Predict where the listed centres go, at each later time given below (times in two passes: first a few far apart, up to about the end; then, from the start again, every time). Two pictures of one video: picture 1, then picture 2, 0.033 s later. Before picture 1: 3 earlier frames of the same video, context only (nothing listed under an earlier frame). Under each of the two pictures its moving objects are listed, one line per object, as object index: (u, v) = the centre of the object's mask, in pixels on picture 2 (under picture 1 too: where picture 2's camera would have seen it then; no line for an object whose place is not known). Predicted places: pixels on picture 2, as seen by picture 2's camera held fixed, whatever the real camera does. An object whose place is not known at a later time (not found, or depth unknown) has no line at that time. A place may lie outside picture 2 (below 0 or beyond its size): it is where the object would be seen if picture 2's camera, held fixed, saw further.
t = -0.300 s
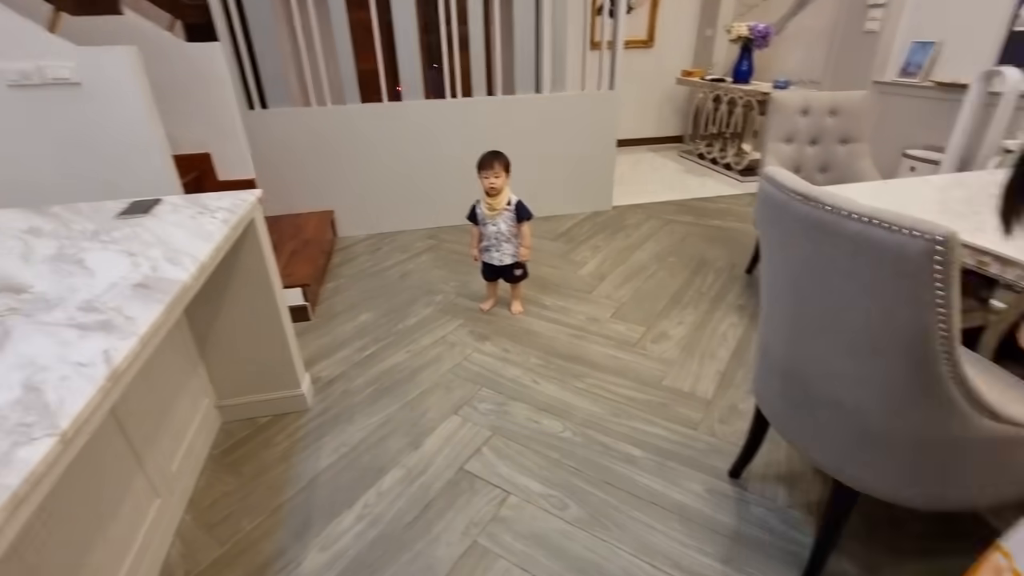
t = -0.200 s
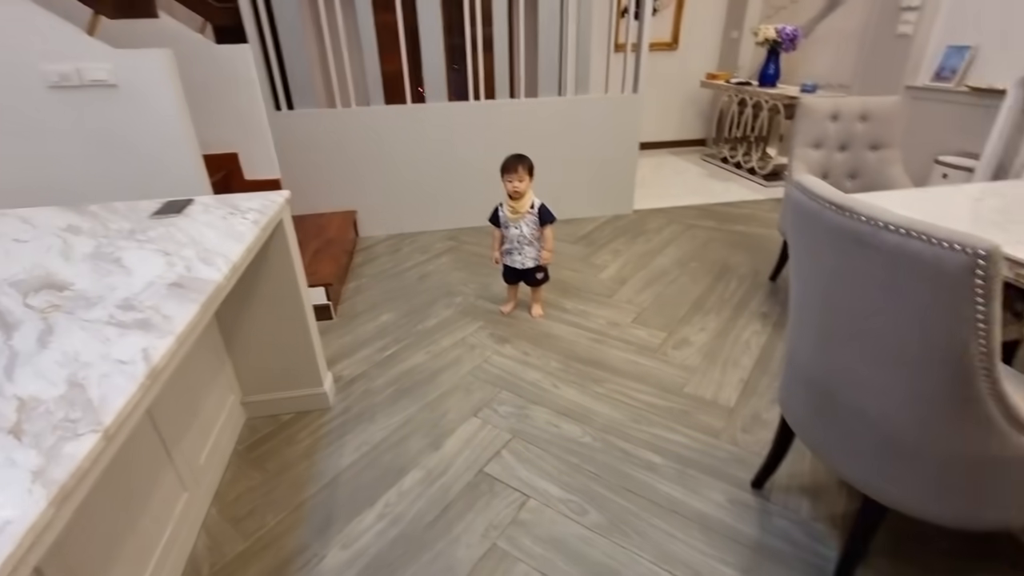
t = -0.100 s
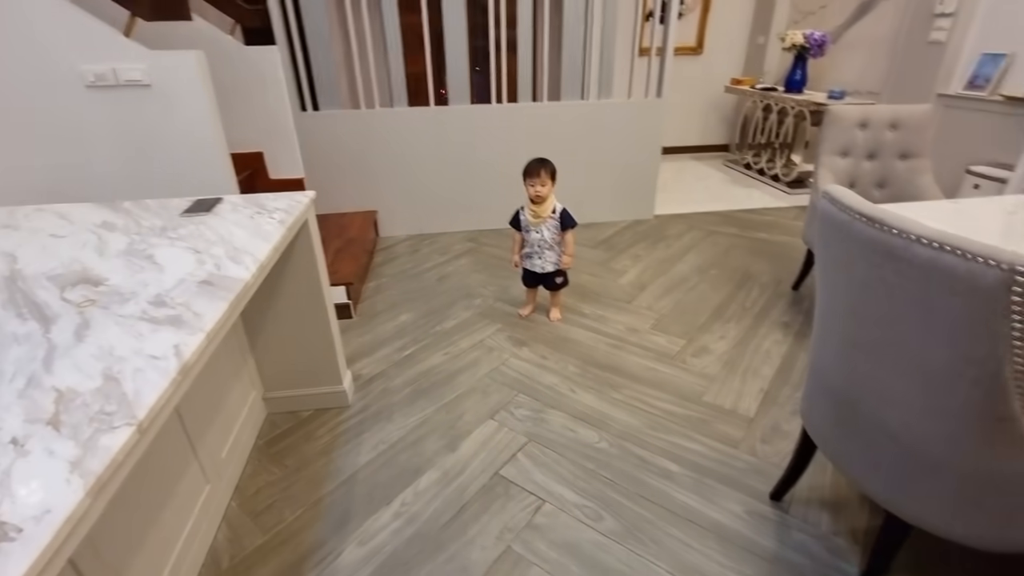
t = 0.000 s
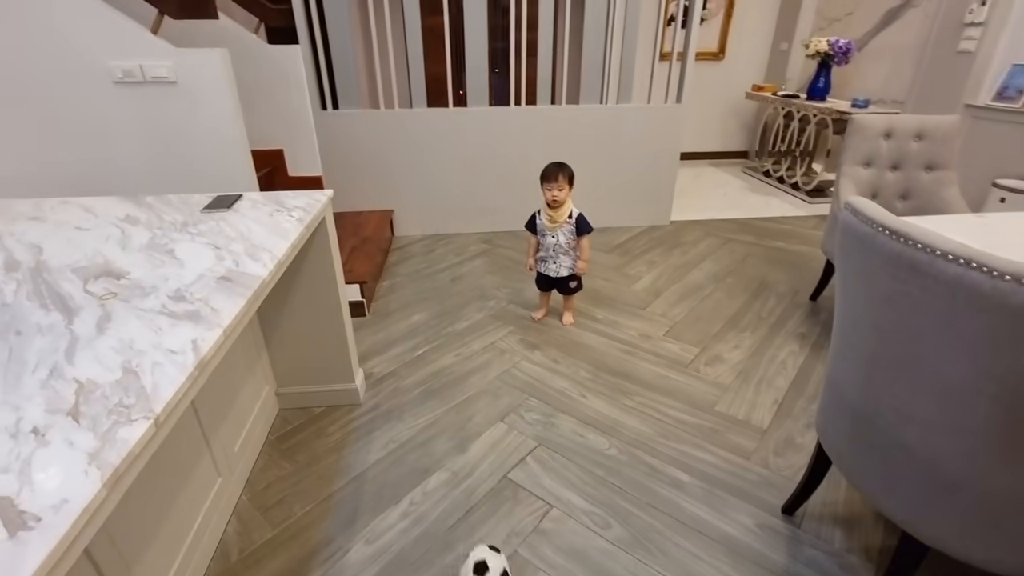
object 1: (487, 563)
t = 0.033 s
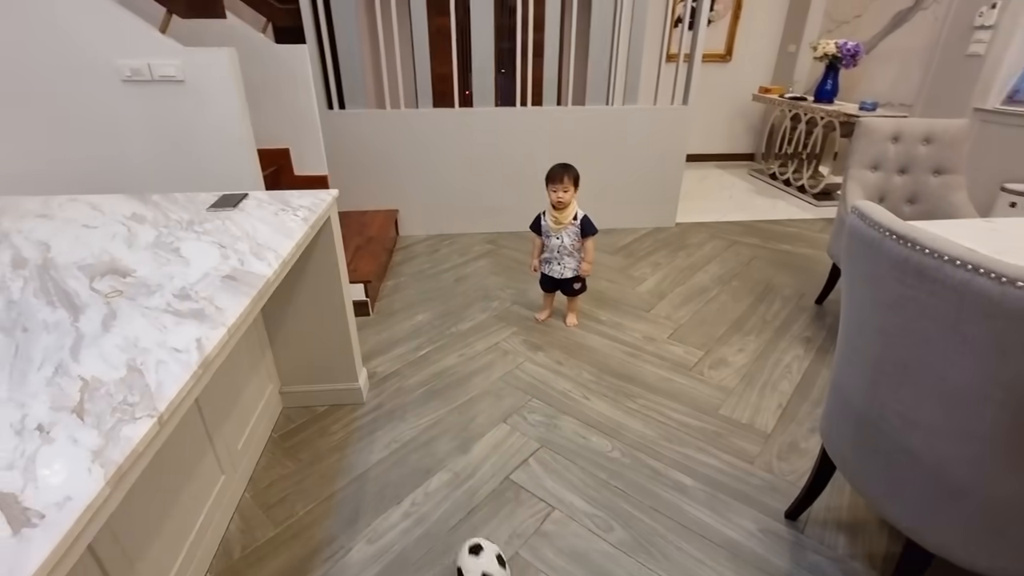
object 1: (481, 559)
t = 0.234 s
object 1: (461, 519)
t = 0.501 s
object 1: (451, 468)
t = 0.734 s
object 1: (452, 436)
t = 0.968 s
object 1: (439, 415)
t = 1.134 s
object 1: (428, 408)
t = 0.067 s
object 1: (478, 555)
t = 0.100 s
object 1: (476, 550)
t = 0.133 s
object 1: (472, 543)
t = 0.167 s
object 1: (468, 534)
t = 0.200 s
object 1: (464, 525)
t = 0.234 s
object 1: (461, 519)
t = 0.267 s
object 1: (458, 512)
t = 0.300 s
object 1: (456, 506)
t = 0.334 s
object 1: (453, 499)
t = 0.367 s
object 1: (452, 492)
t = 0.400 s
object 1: (451, 485)
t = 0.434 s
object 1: (451, 479)
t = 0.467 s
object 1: (451, 474)
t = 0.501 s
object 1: (451, 468)
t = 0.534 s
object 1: (452, 462)
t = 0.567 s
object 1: (452, 457)
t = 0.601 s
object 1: (453, 452)
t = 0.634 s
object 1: (453, 448)
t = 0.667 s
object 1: (453, 444)
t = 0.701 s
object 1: (452, 440)
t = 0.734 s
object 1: (452, 436)
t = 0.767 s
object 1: (451, 433)
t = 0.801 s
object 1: (449, 430)
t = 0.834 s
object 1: (448, 426)
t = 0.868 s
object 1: (446, 423)
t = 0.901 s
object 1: (444, 419)
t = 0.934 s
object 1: (442, 417)
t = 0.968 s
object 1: (439, 415)
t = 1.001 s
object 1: (437, 413)
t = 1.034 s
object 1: (434, 411)
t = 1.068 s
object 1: (432, 410)
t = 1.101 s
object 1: (430, 409)
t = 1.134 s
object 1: (428, 408)
